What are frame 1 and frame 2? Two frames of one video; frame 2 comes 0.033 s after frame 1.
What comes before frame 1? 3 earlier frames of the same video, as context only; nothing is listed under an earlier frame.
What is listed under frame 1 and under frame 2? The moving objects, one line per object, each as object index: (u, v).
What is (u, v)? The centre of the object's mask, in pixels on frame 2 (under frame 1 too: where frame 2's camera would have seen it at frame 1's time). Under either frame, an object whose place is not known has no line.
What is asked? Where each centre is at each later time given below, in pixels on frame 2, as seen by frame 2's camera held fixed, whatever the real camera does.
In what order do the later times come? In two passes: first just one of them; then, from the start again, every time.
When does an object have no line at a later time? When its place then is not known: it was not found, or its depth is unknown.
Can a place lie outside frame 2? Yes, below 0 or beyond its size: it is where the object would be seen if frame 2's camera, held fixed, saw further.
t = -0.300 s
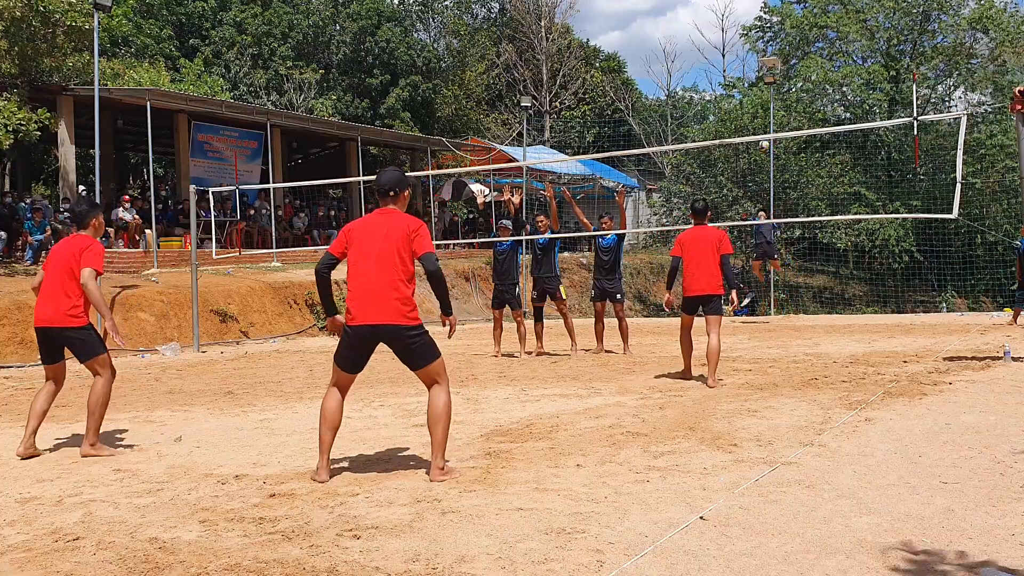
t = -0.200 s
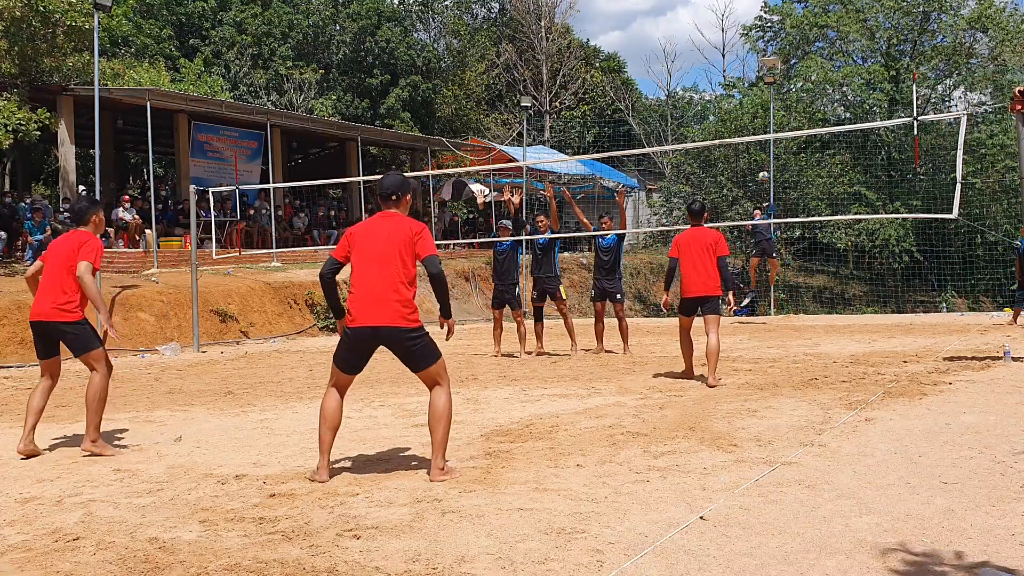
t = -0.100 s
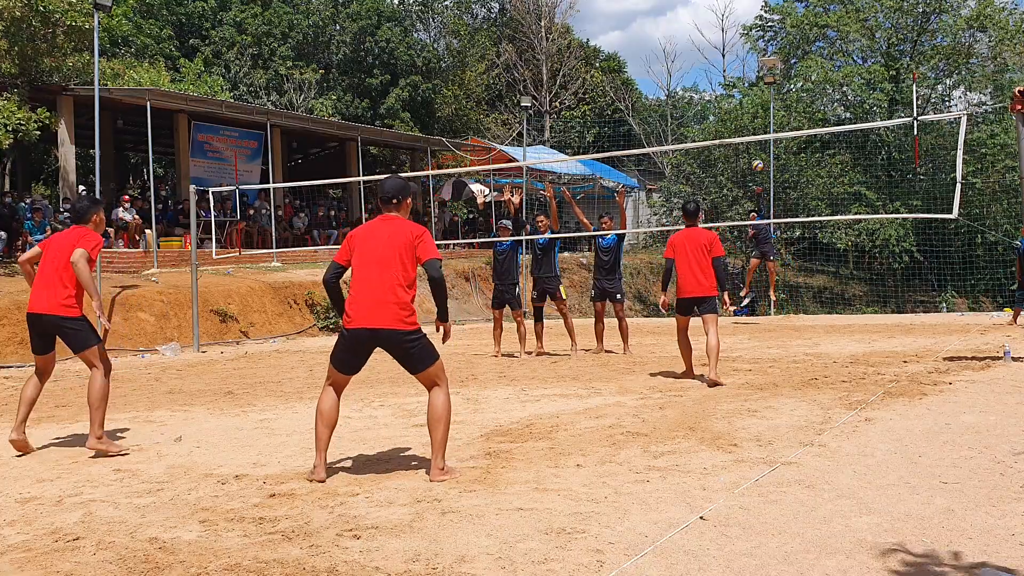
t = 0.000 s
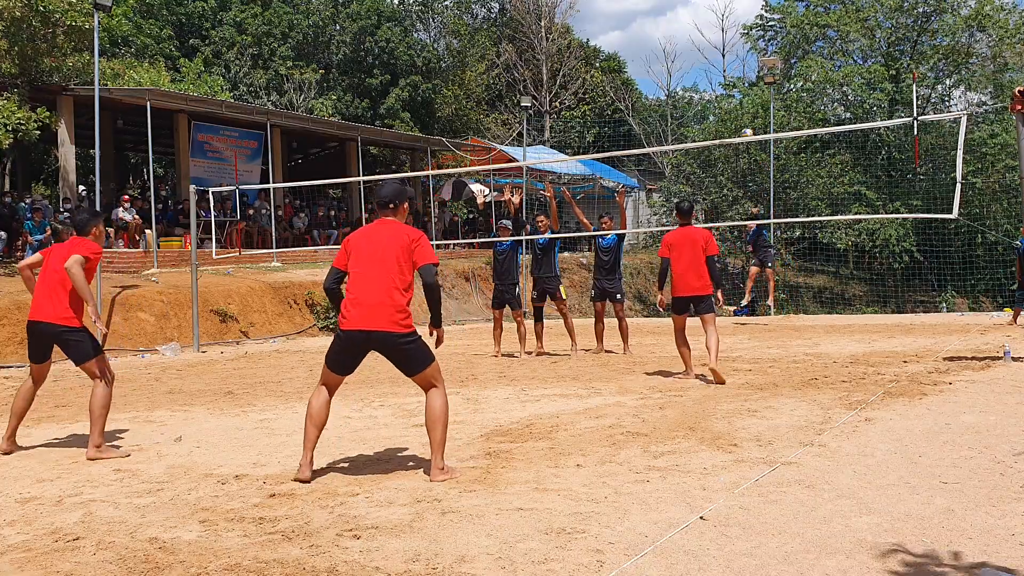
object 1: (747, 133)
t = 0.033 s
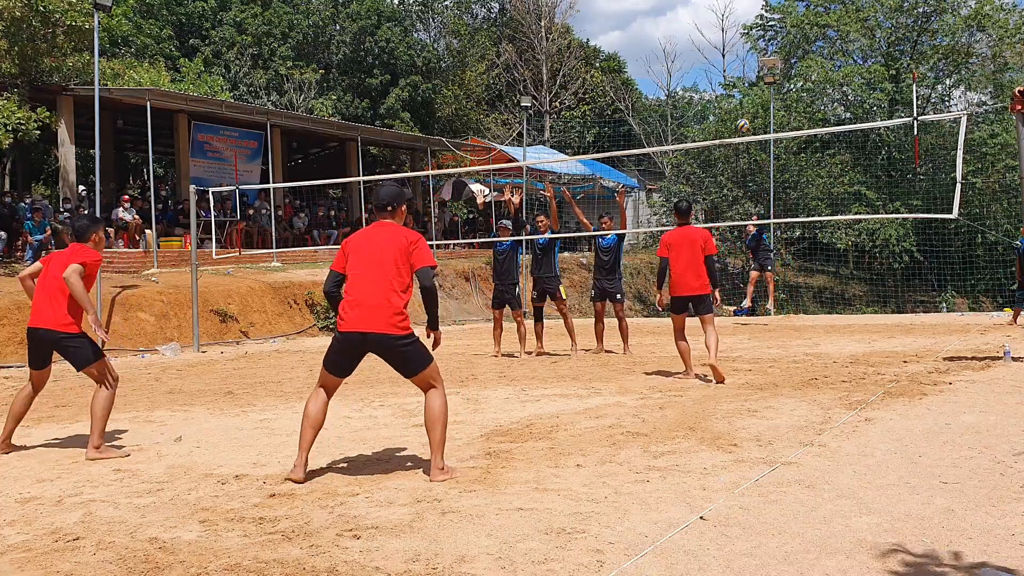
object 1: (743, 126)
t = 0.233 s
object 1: (716, 79)
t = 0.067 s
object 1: (739, 115)
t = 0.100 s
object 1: (734, 107)
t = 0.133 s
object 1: (730, 99)
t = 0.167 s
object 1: (725, 92)
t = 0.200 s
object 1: (720, 86)
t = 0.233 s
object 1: (716, 79)
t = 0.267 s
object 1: (710, 74)
